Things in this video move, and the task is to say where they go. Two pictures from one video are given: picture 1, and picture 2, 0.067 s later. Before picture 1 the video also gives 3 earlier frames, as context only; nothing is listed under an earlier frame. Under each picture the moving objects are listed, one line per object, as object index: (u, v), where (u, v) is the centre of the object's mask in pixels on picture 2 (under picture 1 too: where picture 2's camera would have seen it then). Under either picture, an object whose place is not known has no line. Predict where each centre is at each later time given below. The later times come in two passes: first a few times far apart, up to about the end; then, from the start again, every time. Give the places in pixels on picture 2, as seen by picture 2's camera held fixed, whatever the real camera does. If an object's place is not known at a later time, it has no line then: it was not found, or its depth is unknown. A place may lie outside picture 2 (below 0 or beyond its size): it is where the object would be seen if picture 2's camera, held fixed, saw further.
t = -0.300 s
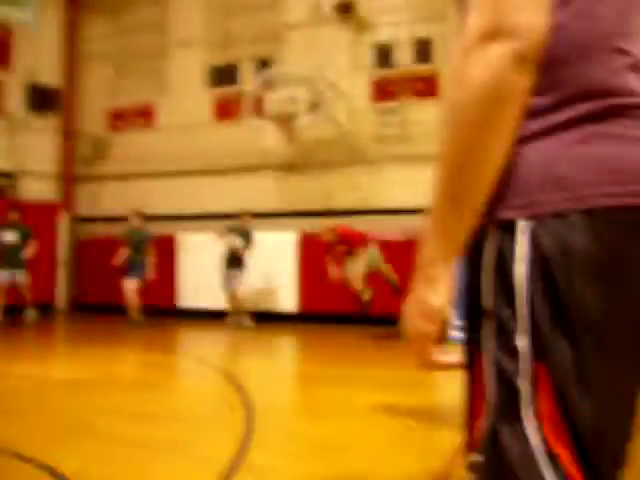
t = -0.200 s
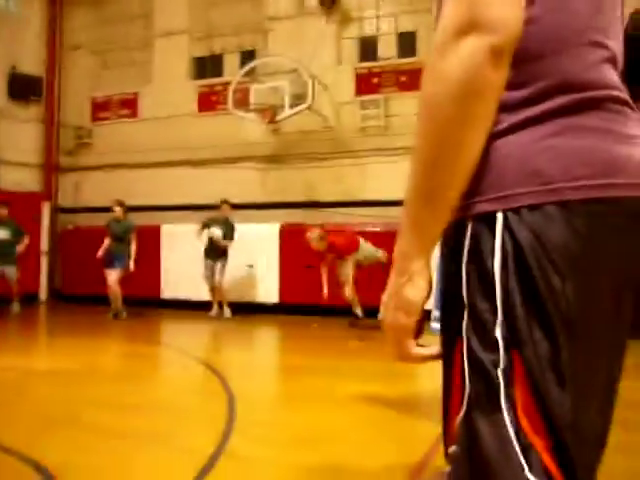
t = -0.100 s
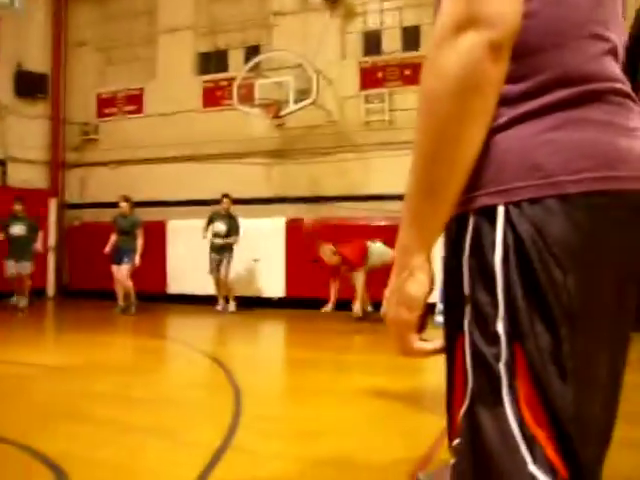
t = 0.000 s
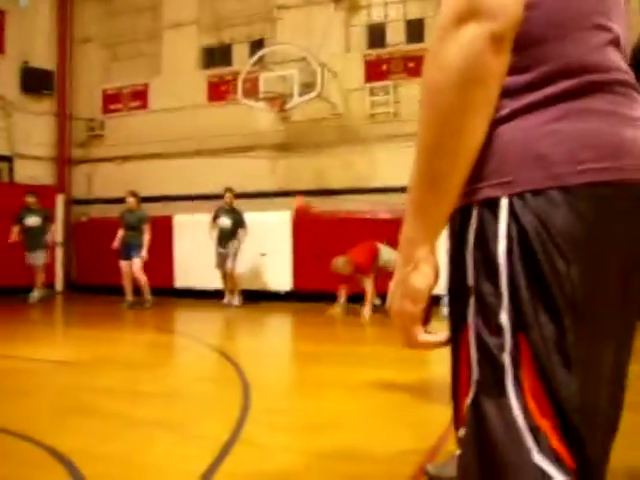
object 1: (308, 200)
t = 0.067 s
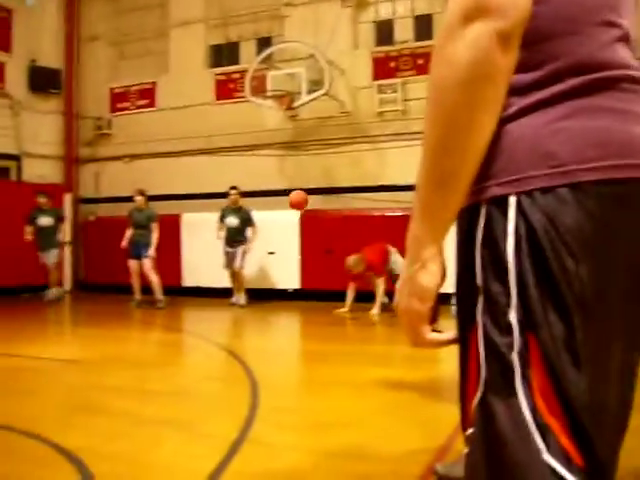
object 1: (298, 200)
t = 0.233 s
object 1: (268, 206)
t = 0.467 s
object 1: (211, 272)
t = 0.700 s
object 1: (141, 320)
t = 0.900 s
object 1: (111, 255)
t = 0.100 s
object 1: (292, 199)
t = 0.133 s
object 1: (286, 200)
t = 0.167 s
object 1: (280, 201)
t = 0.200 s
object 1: (274, 203)
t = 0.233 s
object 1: (268, 206)
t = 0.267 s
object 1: (262, 210)
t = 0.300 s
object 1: (253, 217)
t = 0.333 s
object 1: (245, 225)
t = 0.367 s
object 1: (237, 234)
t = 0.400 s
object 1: (229, 245)
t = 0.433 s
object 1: (221, 258)
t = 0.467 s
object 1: (211, 272)
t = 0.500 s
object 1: (200, 290)
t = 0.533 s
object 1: (188, 303)
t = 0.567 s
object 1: (177, 326)
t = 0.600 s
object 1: (161, 355)
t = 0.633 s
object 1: (153, 358)
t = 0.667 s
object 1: (147, 339)
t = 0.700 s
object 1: (141, 320)
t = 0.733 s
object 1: (137, 306)
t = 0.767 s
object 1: (134, 292)
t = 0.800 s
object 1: (129, 282)
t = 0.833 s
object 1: (124, 271)
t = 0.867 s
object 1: (119, 263)
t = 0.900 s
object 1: (111, 255)
